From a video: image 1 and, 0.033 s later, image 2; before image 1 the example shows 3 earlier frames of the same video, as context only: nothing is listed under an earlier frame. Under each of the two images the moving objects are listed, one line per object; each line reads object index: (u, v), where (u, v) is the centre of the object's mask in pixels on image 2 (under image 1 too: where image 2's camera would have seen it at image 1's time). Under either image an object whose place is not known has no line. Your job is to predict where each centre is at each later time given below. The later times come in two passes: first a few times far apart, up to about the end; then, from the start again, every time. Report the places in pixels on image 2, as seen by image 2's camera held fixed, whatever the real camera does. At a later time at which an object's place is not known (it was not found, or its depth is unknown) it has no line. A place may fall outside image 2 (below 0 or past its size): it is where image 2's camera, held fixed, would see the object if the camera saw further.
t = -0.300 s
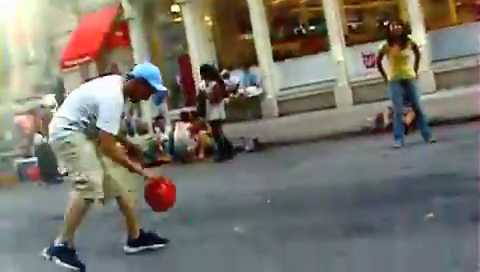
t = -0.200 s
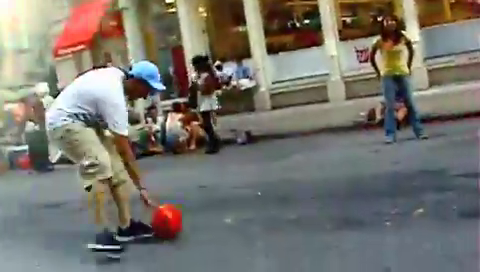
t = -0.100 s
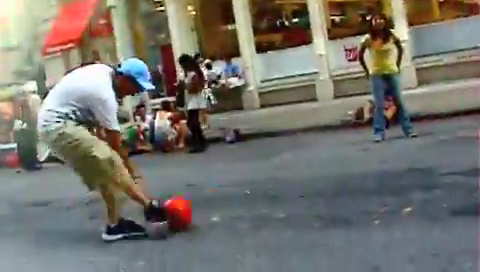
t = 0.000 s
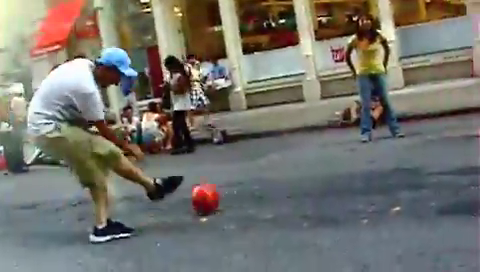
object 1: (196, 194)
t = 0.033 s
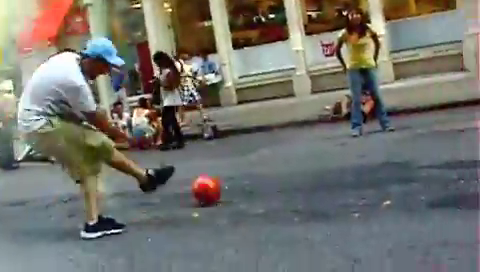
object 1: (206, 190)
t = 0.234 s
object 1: (253, 171)
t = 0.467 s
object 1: (291, 149)
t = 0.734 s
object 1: (327, 141)
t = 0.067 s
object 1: (217, 186)
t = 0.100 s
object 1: (226, 183)
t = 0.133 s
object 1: (234, 180)
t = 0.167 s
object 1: (241, 178)
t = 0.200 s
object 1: (248, 175)
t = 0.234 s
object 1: (253, 171)
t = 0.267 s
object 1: (260, 166)
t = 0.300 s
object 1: (266, 163)
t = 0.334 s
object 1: (272, 162)
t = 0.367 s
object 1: (277, 158)
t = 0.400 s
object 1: (282, 154)
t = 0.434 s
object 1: (286, 150)
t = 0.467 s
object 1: (291, 149)
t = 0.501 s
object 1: (296, 147)
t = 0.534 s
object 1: (301, 147)
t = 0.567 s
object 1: (306, 149)
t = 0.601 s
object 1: (310, 144)
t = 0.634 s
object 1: (315, 142)
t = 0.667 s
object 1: (320, 141)
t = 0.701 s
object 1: (323, 140)
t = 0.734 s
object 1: (327, 141)
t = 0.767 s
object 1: (331, 139)
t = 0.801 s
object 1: (335, 137)
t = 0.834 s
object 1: (339, 136)
